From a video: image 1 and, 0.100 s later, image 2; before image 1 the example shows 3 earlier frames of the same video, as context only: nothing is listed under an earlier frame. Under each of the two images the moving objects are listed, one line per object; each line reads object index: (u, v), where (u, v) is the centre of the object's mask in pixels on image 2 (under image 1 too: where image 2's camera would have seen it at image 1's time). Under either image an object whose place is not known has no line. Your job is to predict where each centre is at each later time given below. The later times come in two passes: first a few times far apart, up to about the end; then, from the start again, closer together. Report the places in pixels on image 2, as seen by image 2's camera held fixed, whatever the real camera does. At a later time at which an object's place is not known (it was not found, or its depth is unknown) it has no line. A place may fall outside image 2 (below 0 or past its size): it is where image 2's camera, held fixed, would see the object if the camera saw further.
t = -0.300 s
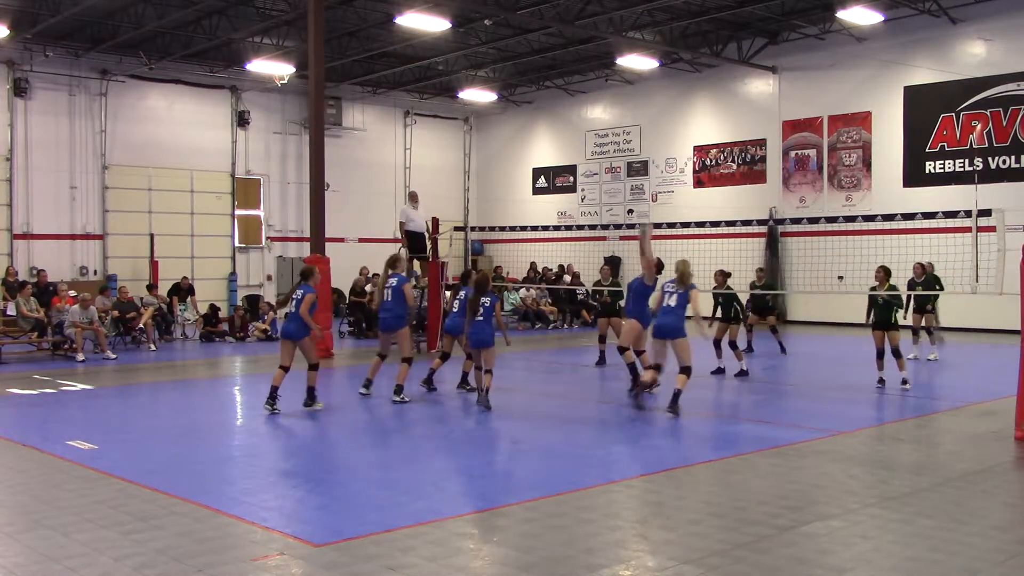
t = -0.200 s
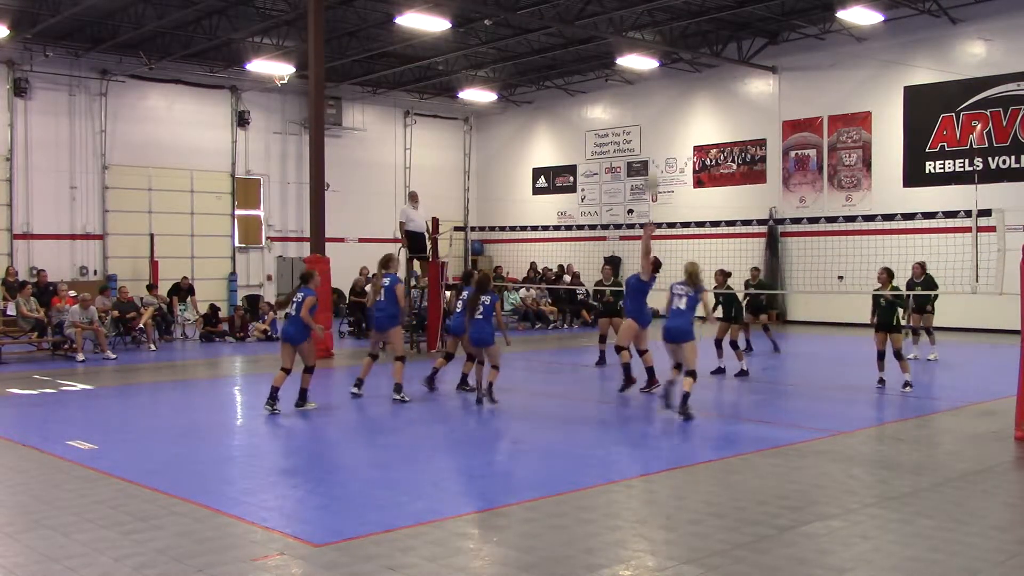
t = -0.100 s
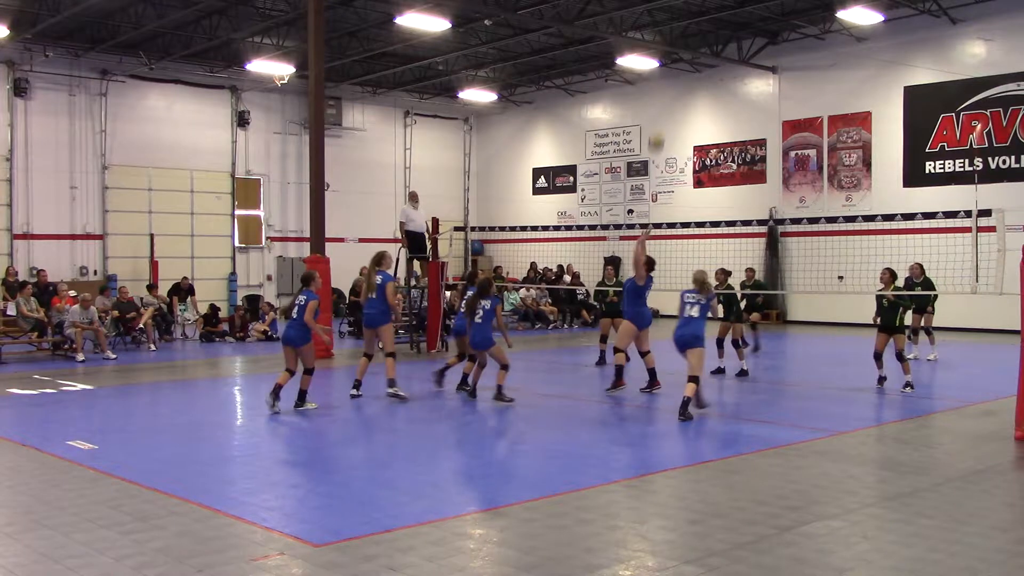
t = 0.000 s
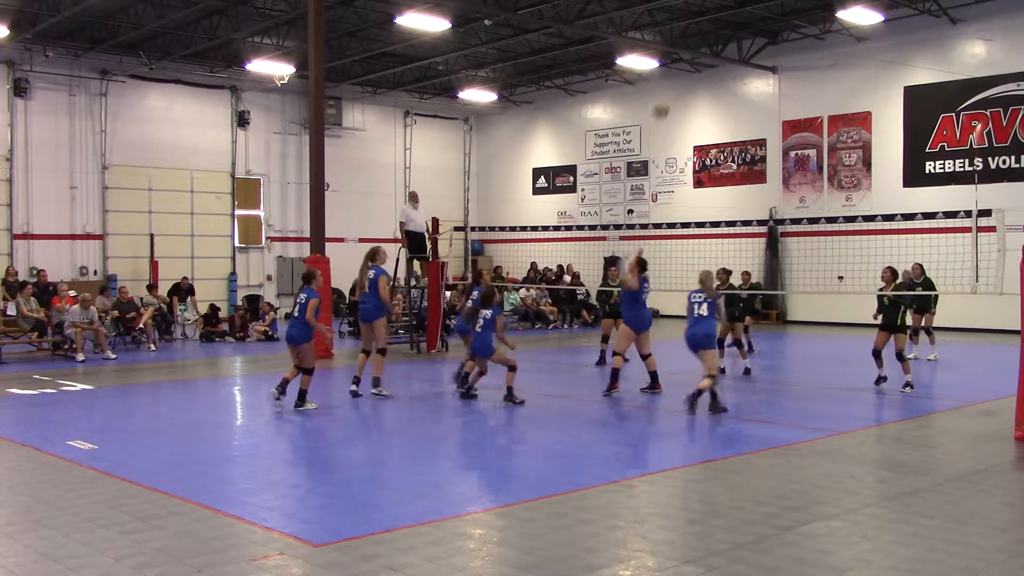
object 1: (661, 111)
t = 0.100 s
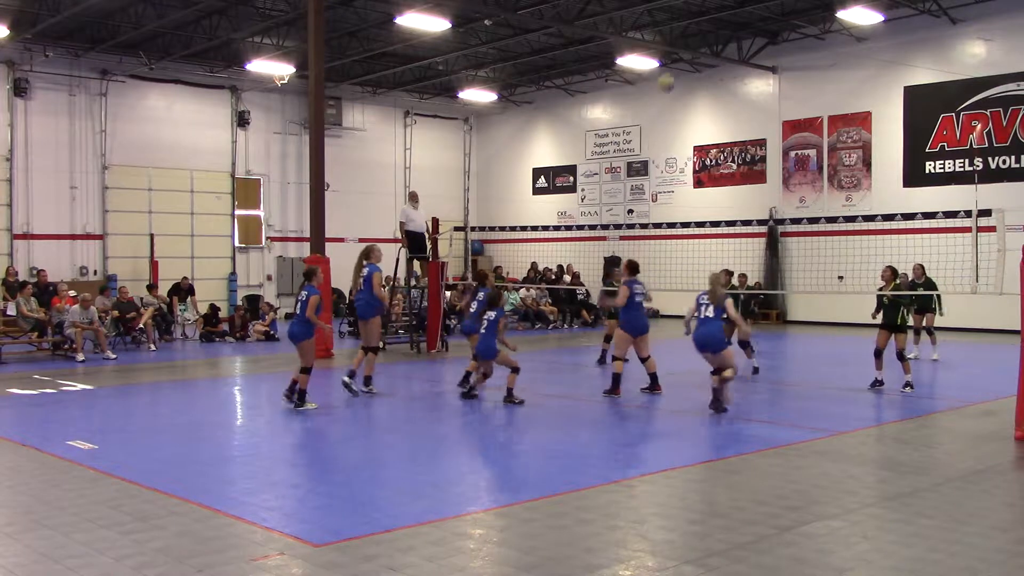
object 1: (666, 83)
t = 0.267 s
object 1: (676, 56)
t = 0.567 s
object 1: (694, 65)
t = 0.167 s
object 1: (670, 68)
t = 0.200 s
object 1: (673, 63)
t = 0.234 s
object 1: (674, 59)
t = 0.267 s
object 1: (676, 56)
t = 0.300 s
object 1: (678, 54)
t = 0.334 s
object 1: (680, 52)
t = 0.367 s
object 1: (682, 51)
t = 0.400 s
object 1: (684, 51)
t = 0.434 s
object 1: (686, 52)
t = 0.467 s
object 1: (688, 54)
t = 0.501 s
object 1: (690, 57)
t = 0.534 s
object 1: (691, 60)
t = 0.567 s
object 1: (694, 65)
